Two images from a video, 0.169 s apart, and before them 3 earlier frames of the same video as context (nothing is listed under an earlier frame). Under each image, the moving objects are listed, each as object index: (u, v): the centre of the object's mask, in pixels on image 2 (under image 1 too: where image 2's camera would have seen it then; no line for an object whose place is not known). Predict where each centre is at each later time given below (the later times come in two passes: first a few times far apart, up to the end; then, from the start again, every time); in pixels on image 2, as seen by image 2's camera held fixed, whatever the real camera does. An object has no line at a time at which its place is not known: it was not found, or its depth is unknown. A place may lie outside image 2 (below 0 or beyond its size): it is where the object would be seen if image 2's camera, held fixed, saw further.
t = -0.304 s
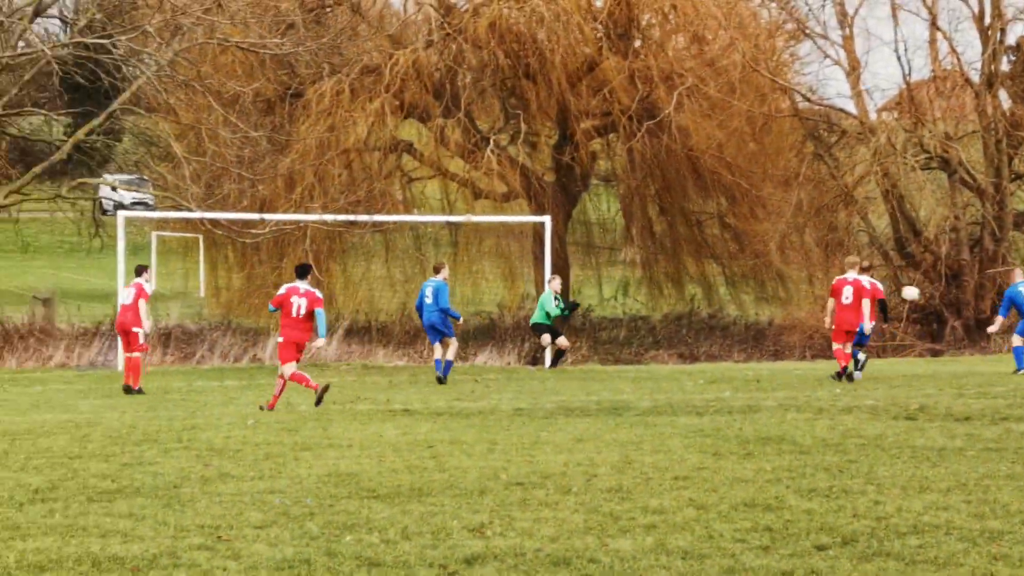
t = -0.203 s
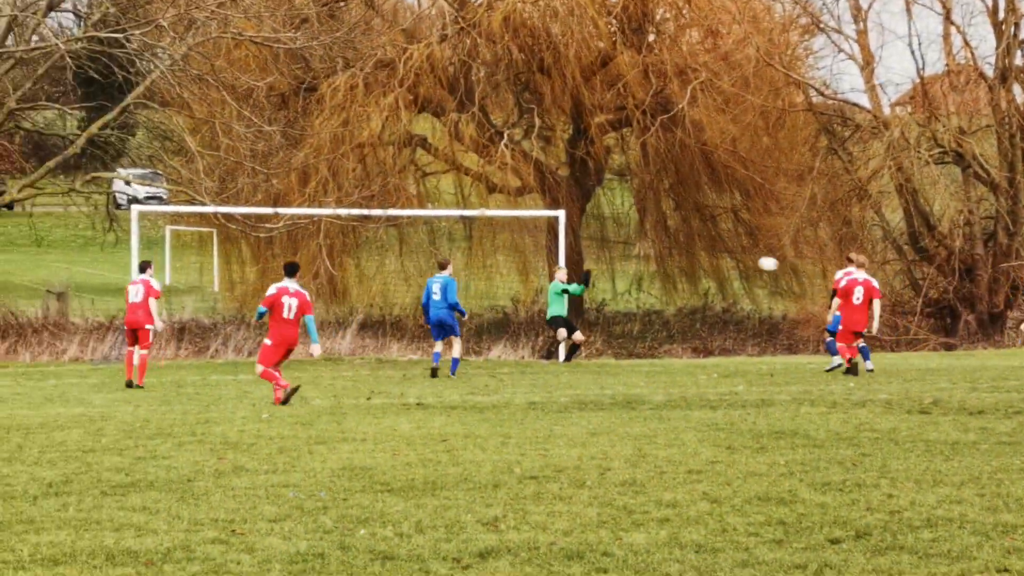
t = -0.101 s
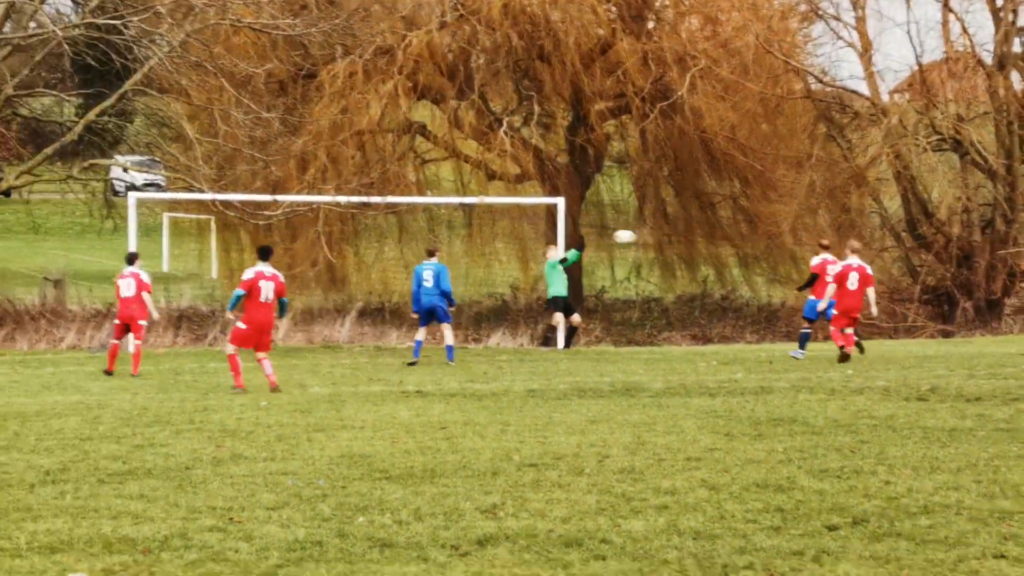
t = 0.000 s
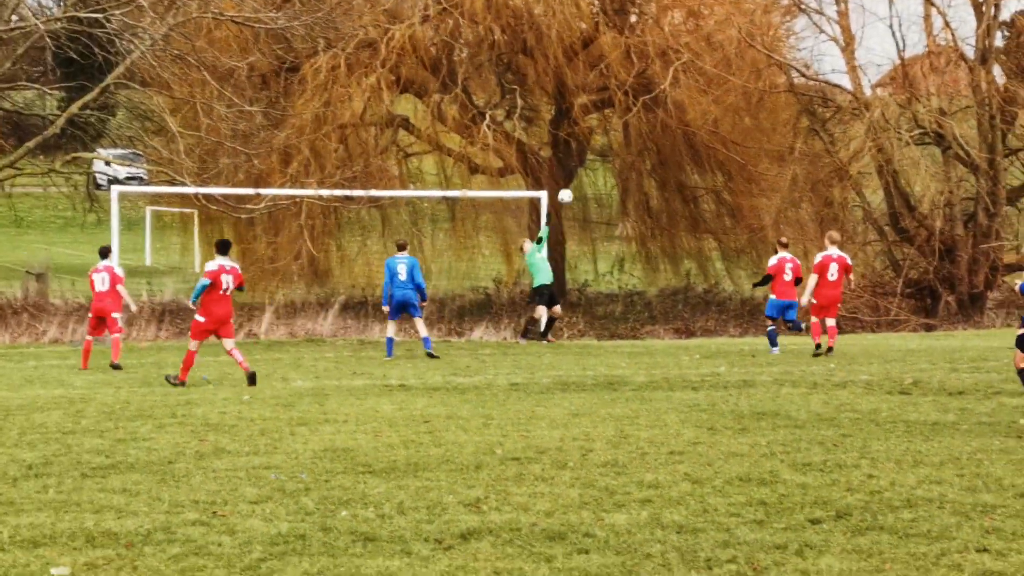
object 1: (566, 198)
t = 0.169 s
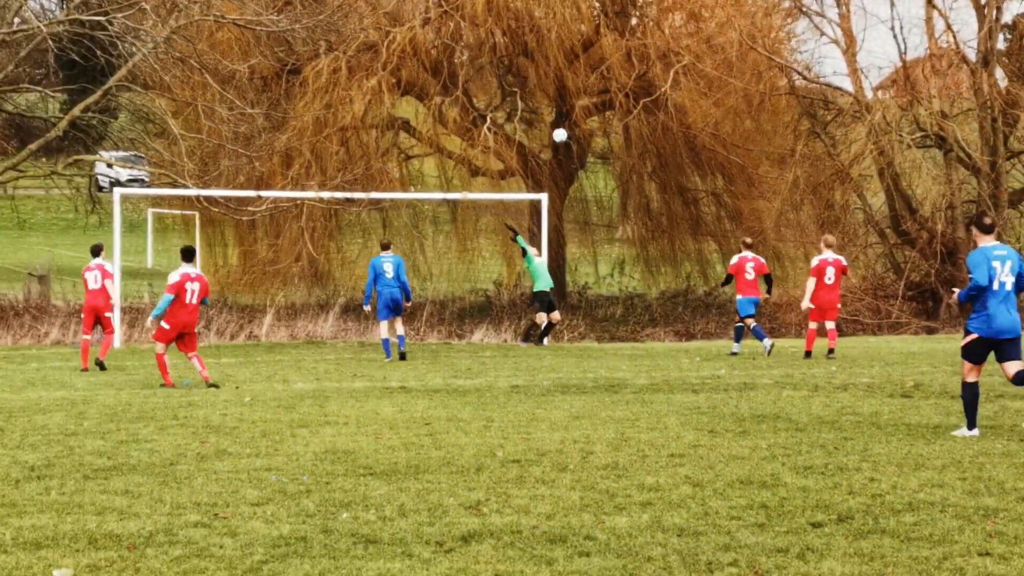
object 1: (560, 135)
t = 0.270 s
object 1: (557, 106)
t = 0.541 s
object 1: (550, 61)
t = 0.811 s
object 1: (544, 59)
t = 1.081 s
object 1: (539, 102)
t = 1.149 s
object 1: (537, 120)
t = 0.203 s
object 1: (559, 125)
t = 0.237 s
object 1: (557, 115)
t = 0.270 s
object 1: (557, 106)
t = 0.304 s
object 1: (555, 98)
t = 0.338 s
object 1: (554, 91)
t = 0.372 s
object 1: (553, 84)
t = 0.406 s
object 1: (553, 77)
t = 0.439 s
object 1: (552, 72)
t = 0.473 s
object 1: (551, 67)
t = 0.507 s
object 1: (550, 64)
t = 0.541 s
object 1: (550, 61)
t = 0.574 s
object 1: (549, 58)
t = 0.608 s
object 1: (549, 56)
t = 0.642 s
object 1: (548, 55)
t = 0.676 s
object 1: (547, 55)
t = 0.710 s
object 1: (546, 55)
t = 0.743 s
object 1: (546, 56)
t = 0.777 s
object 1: (545, 57)
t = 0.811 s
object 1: (544, 59)
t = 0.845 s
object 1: (544, 62)
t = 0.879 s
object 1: (544, 65)
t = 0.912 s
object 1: (543, 69)
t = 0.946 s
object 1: (542, 74)
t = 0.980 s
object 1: (541, 80)
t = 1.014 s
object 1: (541, 86)
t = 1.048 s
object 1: (540, 94)
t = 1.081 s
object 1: (539, 102)
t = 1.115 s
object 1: (538, 111)
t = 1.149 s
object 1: (537, 120)
